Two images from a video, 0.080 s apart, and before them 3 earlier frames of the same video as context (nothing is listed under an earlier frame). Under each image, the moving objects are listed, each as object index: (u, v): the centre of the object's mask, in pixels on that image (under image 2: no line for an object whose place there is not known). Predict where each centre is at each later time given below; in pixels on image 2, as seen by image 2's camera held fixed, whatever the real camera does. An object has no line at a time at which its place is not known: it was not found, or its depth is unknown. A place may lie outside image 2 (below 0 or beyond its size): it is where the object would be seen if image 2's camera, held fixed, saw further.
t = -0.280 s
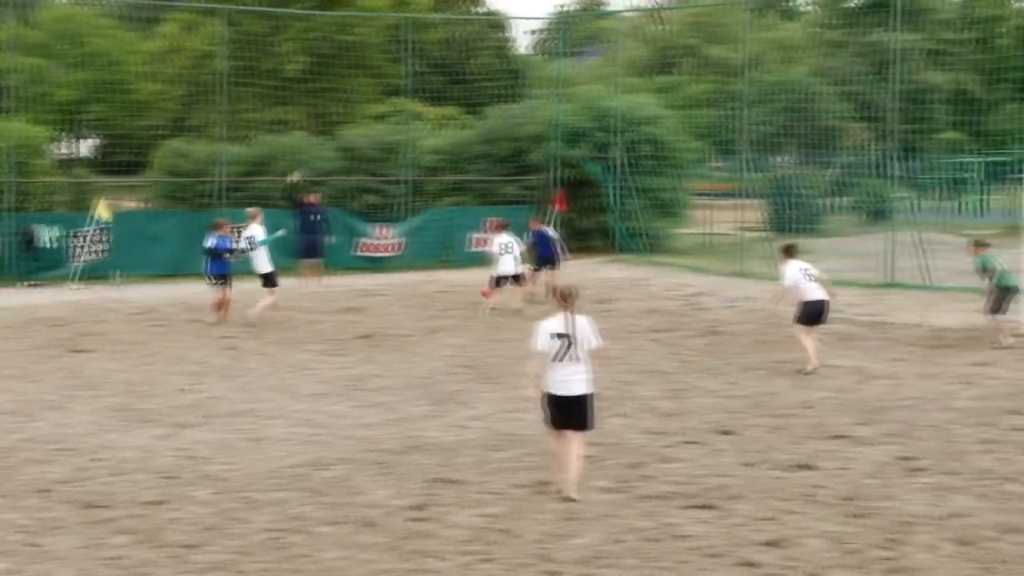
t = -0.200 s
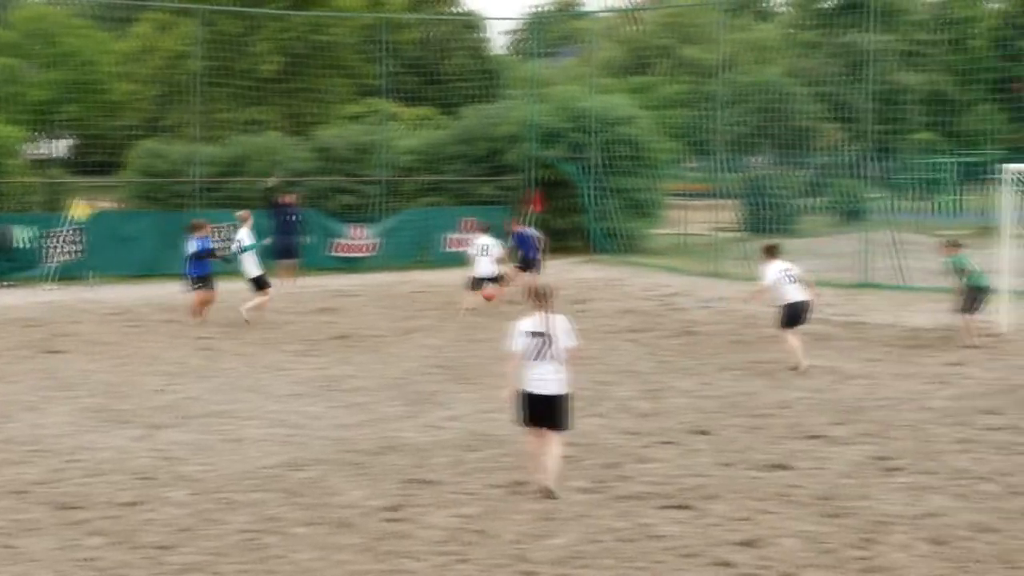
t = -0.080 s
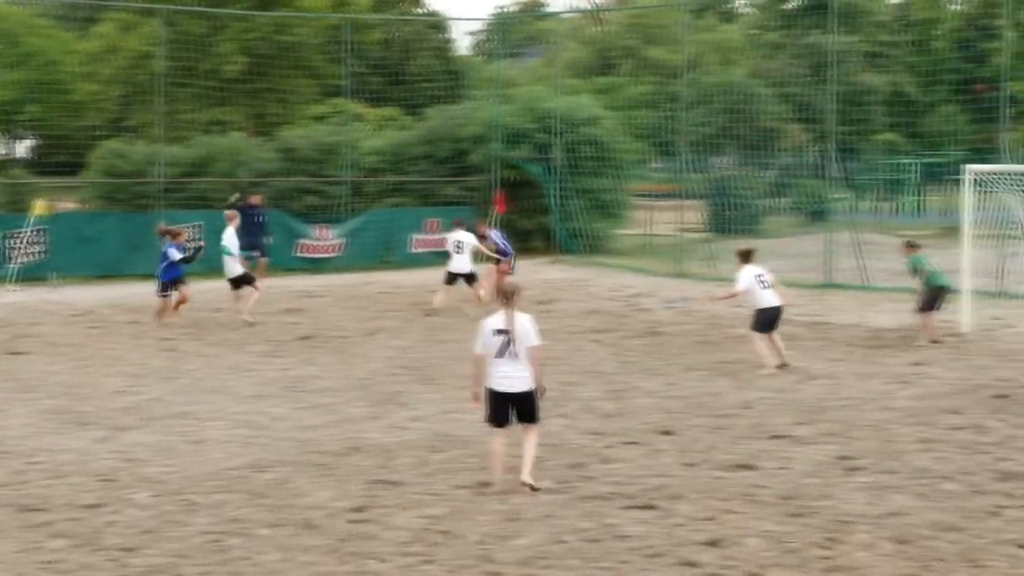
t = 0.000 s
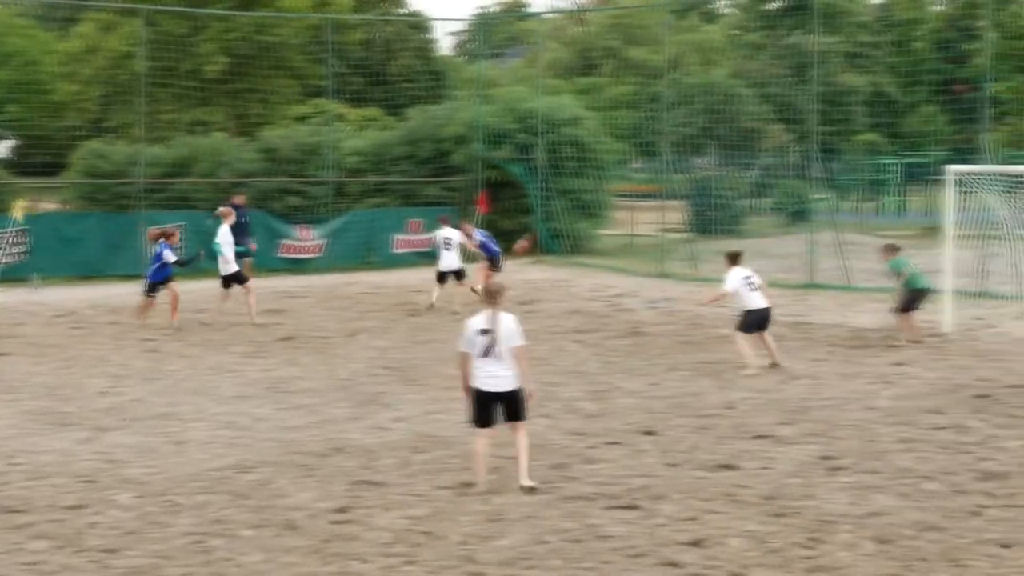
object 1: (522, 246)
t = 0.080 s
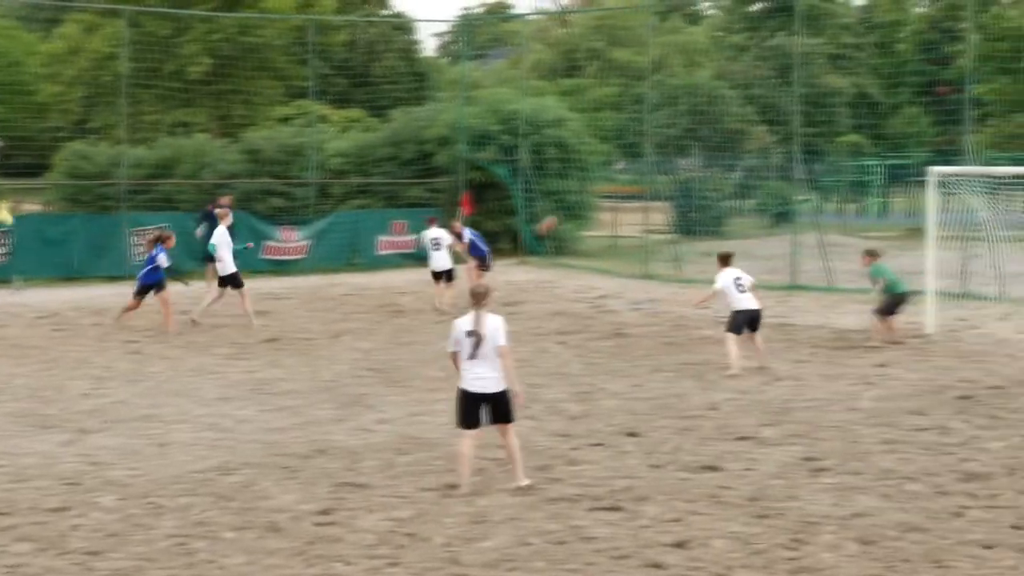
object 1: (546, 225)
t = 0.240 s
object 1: (624, 195)
